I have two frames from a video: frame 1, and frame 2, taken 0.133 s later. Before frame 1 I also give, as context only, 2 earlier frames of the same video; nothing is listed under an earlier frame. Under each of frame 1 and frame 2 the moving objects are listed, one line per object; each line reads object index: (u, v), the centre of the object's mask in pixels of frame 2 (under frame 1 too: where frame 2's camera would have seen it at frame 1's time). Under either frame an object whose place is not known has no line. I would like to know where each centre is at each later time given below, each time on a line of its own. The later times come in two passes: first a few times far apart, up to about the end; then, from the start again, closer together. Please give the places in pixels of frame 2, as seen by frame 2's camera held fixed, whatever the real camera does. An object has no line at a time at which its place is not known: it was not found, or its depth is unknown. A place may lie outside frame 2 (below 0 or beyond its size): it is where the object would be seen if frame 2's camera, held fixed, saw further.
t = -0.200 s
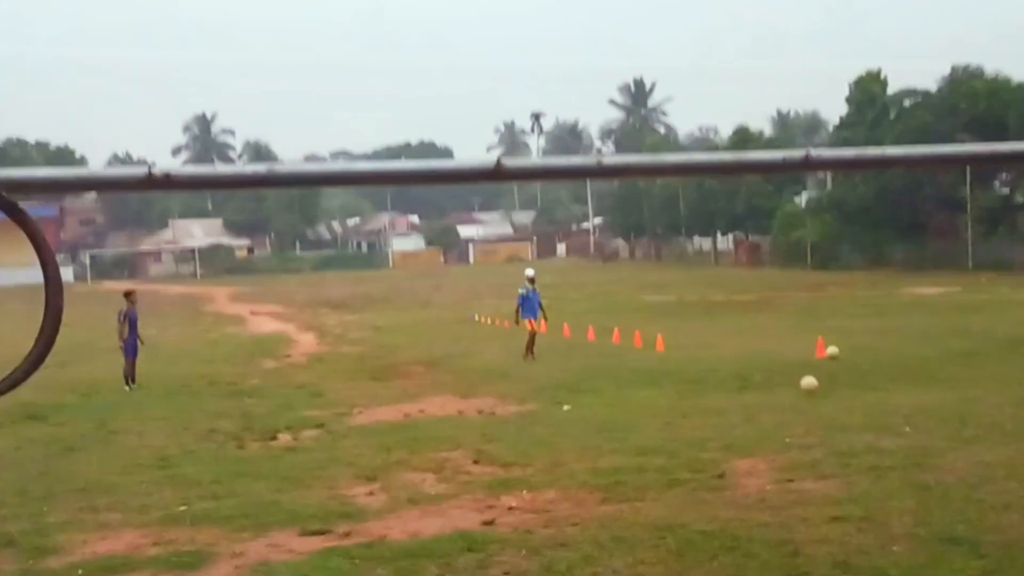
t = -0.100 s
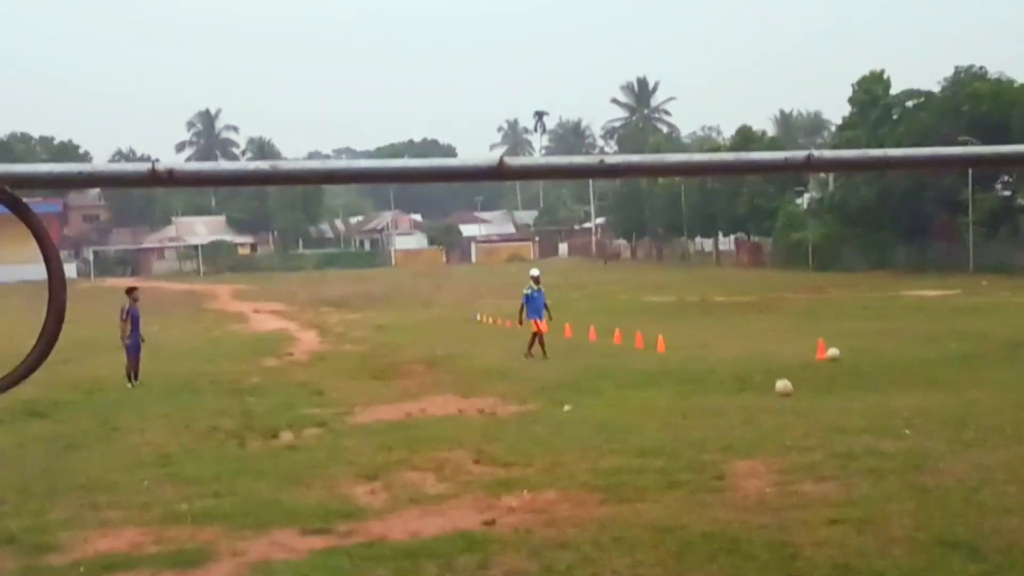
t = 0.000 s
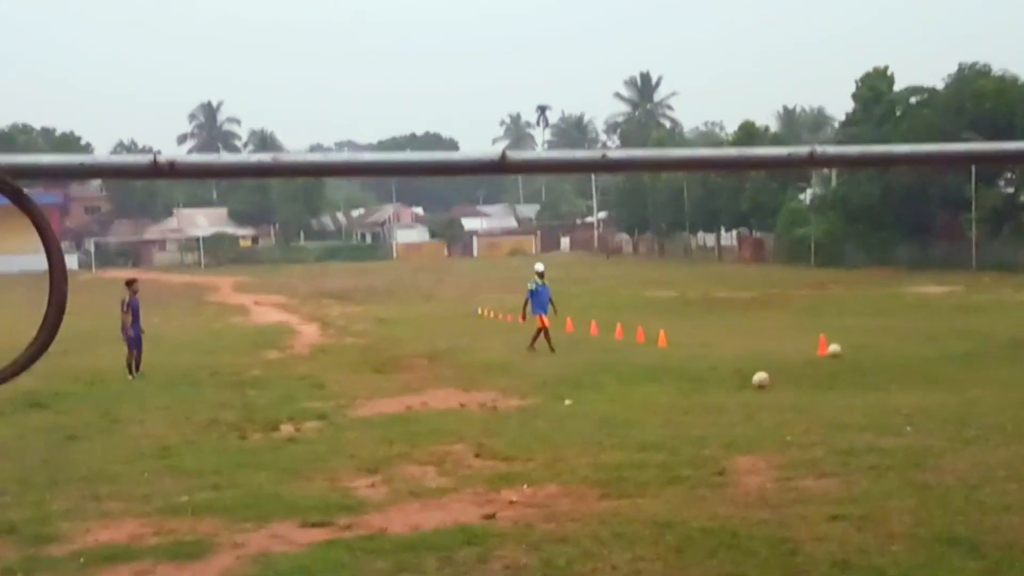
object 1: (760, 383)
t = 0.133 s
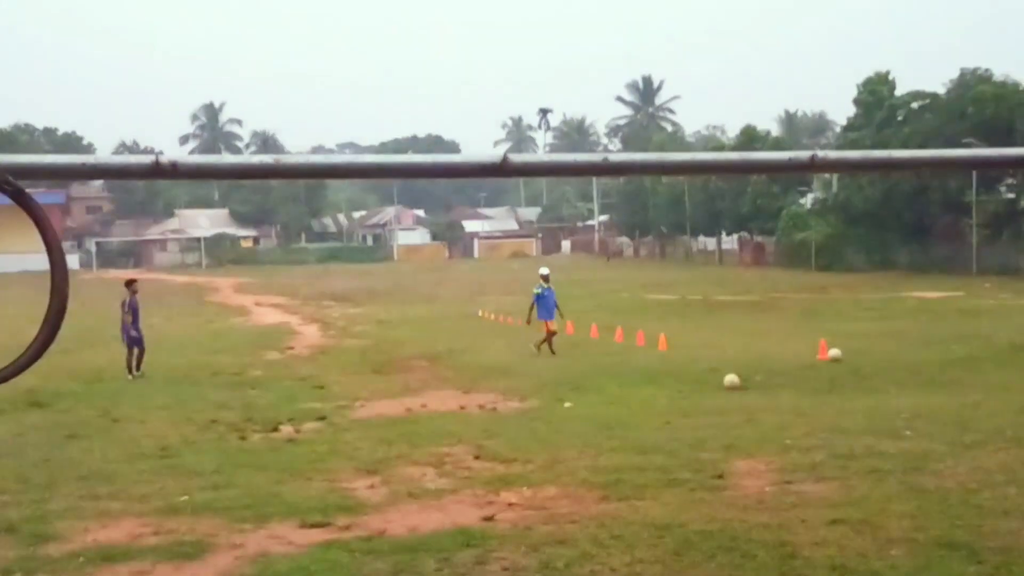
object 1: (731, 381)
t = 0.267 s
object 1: (704, 377)
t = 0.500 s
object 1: (663, 366)
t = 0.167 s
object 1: (724, 380)
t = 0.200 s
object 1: (718, 379)
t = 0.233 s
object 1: (711, 378)
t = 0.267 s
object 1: (704, 377)
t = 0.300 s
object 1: (698, 377)
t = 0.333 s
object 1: (692, 376)
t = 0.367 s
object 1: (686, 374)
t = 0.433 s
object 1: (674, 372)
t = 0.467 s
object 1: (668, 369)
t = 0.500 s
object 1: (663, 366)
